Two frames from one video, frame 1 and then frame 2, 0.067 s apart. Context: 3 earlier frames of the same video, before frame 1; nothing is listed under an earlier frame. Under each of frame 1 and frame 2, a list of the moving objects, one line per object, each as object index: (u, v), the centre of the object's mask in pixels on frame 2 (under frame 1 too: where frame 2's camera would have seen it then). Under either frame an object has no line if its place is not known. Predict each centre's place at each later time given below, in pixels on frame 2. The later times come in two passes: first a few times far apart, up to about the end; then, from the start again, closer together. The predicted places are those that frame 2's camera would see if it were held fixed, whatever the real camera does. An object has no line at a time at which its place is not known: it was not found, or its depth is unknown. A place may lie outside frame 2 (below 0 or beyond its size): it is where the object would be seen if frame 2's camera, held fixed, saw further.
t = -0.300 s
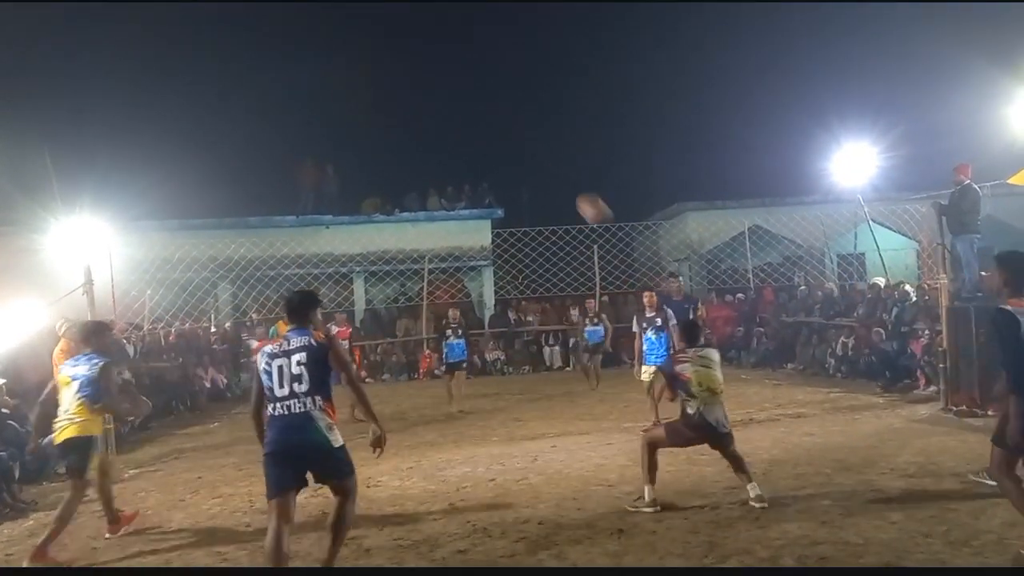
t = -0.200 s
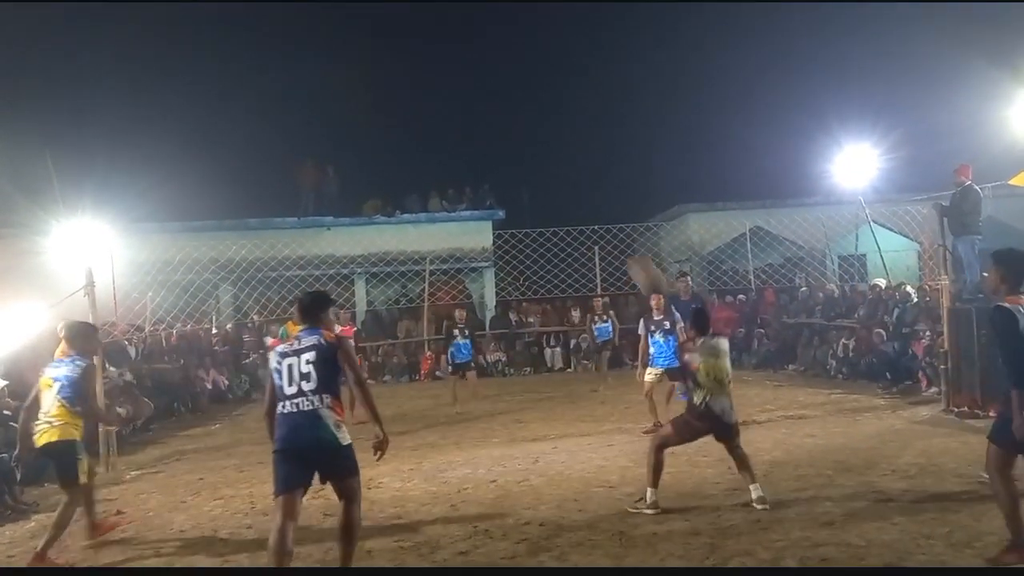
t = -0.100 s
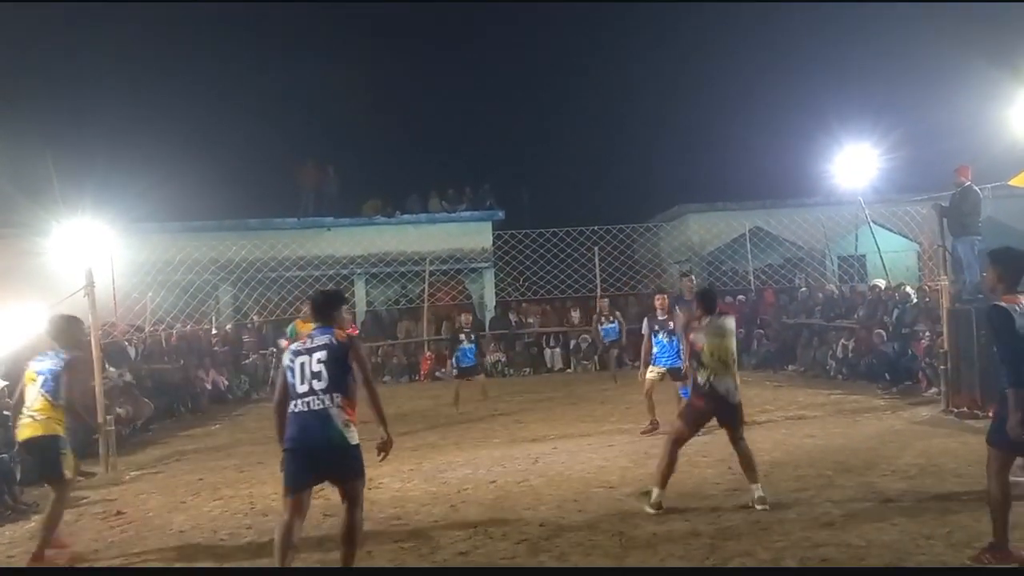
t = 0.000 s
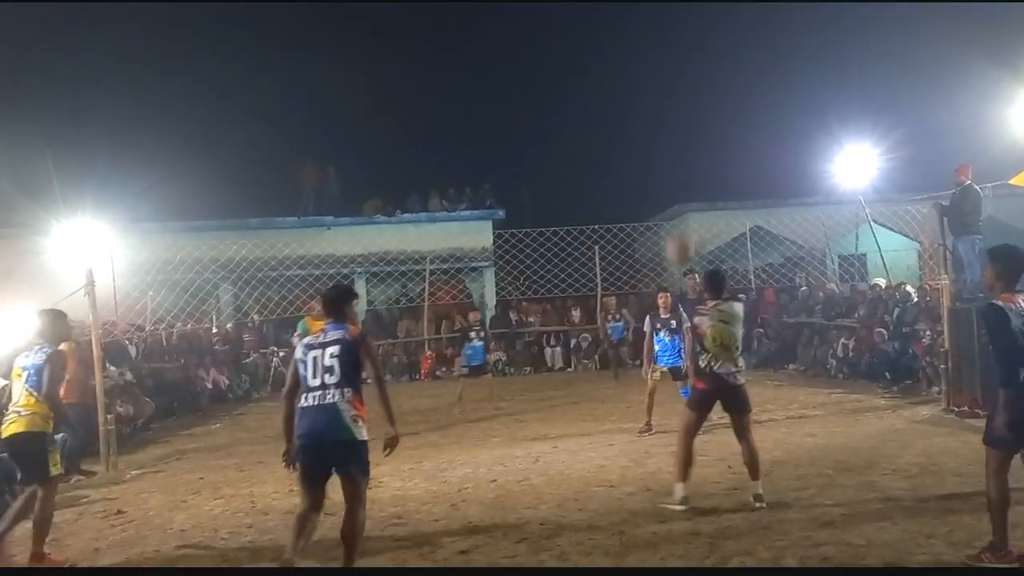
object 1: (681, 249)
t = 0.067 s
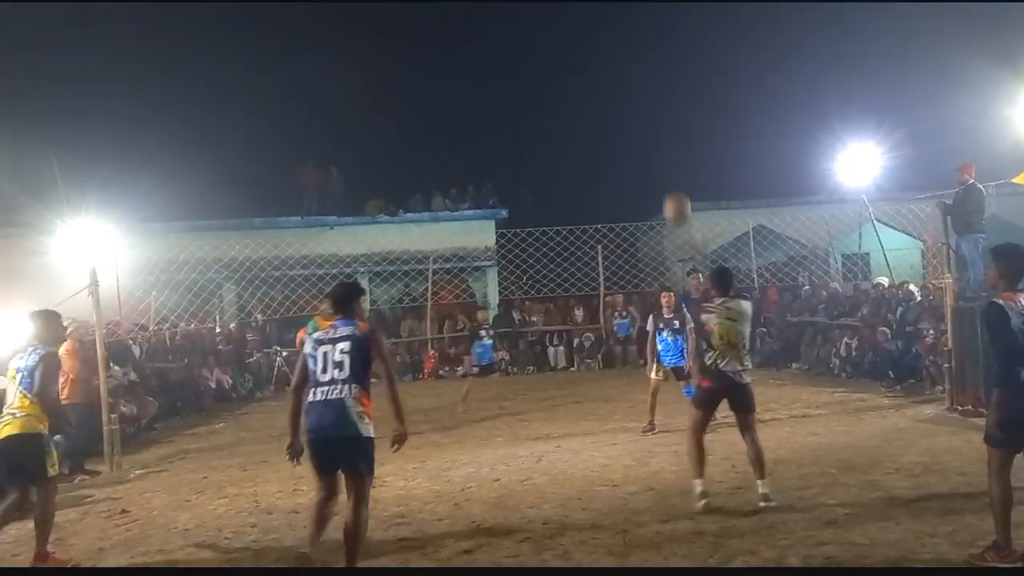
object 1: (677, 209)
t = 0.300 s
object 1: (659, 125)
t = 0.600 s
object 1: (642, 116)
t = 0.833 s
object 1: (634, 168)
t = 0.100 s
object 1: (674, 192)
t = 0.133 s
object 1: (671, 176)
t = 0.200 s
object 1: (666, 152)
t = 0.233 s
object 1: (664, 141)
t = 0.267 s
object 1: (661, 133)
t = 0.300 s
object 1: (659, 125)
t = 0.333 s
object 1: (657, 120)
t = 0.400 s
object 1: (653, 111)
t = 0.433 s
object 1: (651, 109)
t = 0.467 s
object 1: (649, 108)
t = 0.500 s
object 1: (647, 108)
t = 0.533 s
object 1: (645, 109)
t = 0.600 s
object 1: (642, 116)
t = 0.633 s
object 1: (640, 120)
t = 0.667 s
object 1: (639, 126)
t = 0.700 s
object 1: (638, 132)
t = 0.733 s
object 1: (637, 140)
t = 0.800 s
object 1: (635, 158)
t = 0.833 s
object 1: (634, 168)
